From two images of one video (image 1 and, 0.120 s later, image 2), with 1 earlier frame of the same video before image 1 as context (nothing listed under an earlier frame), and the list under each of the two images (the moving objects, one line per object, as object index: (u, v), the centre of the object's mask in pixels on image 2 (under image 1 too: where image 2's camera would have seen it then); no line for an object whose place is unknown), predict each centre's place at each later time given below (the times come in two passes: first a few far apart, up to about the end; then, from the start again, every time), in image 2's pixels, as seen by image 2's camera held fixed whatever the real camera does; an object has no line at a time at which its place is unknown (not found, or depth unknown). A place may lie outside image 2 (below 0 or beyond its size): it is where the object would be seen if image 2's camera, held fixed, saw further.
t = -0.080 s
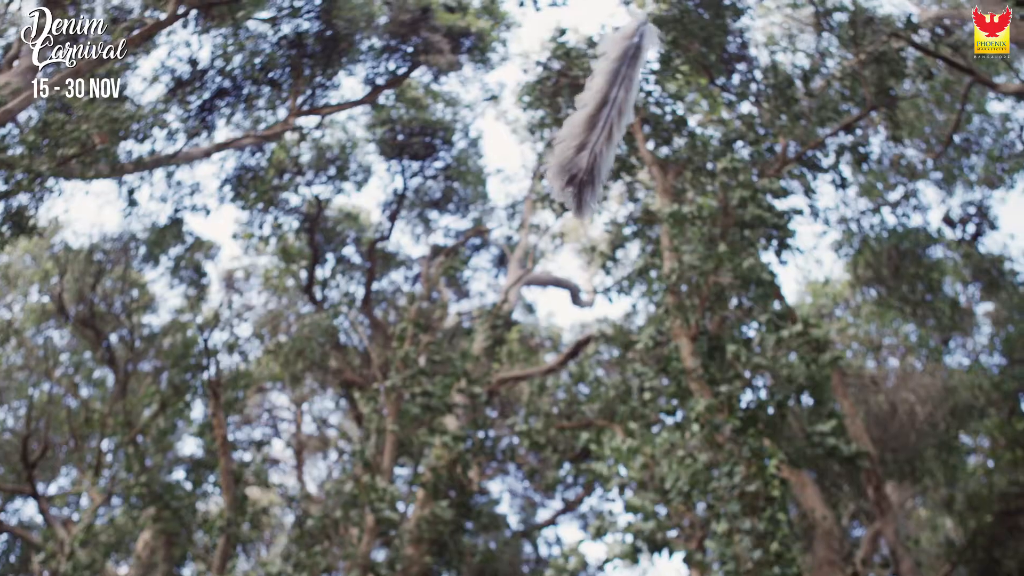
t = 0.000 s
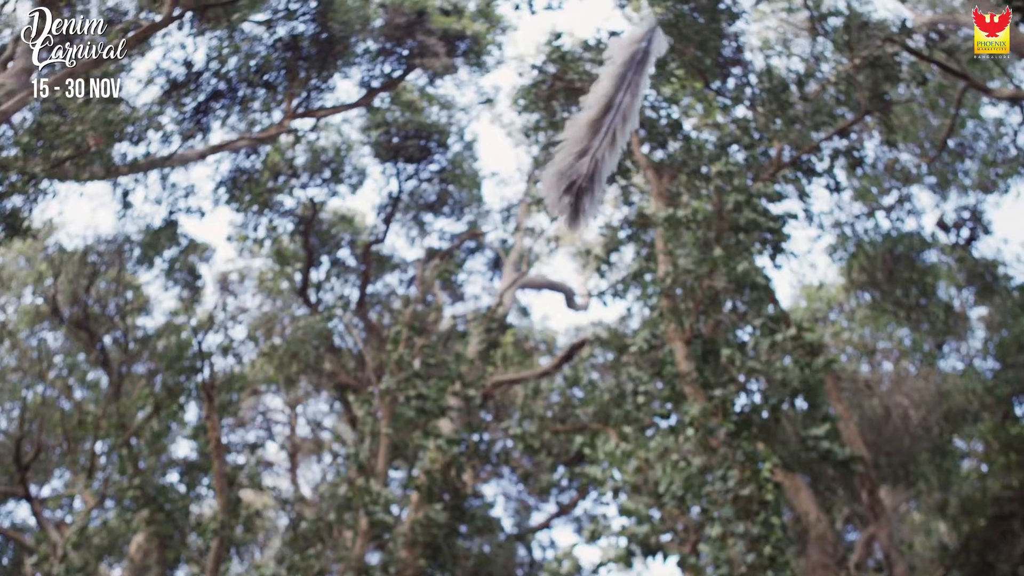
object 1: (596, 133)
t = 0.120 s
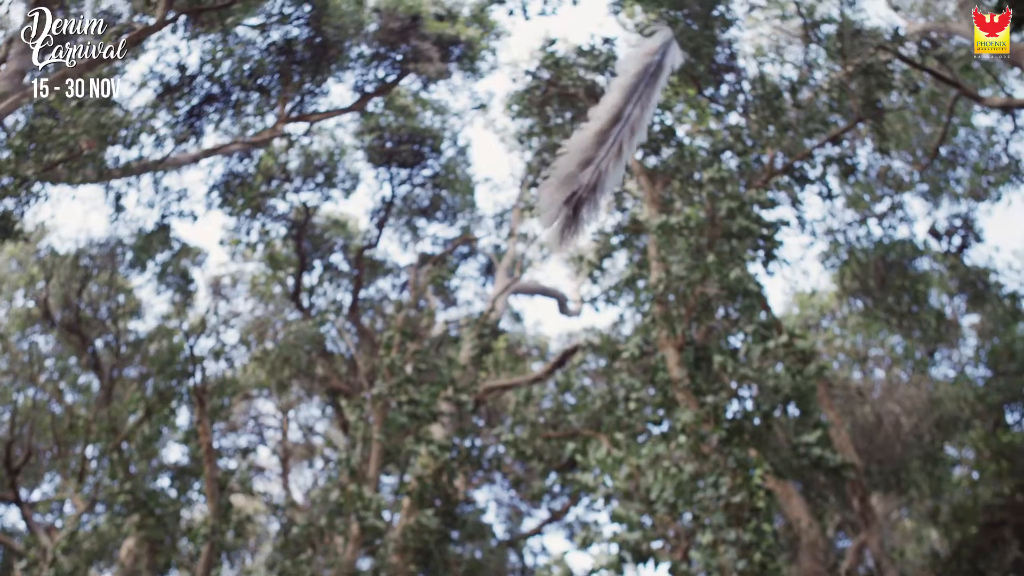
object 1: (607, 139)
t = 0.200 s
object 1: (615, 144)
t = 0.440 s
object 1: (646, 179)
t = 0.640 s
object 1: (686, 216)
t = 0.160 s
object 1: (611, 141)
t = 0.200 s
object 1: (615, 144)
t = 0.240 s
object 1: (621, 148)
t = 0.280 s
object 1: (625, 155)
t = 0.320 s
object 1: (630, 162)
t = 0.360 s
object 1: (634, 166)
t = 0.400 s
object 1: (641, 172)
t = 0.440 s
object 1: (646, 179)
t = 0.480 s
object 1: (652, 186)
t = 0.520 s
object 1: (660, 192)
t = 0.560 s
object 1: (668, 199)
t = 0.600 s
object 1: (678, 207)
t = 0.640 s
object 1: (686, 216)
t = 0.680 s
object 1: (691, 227)
